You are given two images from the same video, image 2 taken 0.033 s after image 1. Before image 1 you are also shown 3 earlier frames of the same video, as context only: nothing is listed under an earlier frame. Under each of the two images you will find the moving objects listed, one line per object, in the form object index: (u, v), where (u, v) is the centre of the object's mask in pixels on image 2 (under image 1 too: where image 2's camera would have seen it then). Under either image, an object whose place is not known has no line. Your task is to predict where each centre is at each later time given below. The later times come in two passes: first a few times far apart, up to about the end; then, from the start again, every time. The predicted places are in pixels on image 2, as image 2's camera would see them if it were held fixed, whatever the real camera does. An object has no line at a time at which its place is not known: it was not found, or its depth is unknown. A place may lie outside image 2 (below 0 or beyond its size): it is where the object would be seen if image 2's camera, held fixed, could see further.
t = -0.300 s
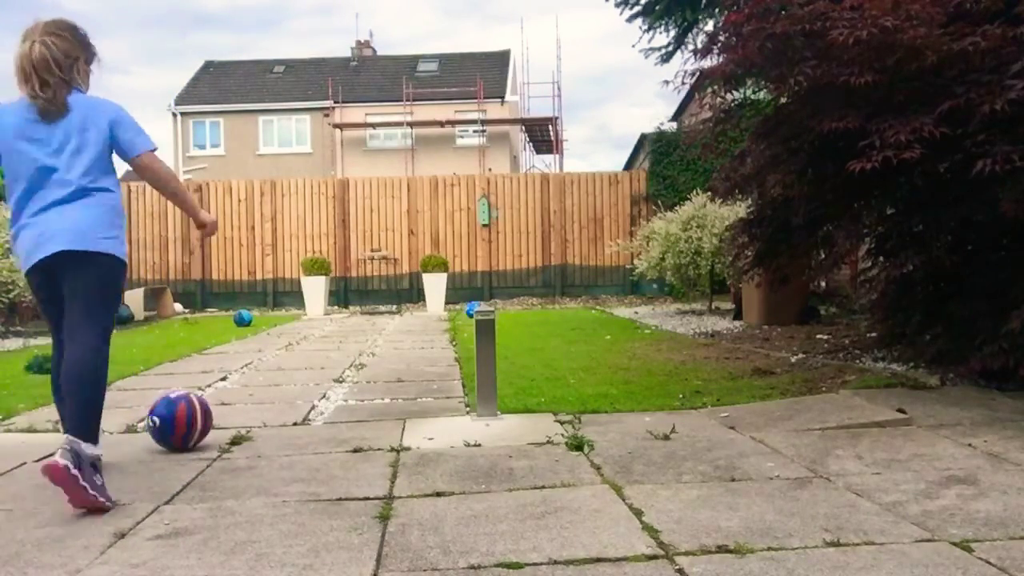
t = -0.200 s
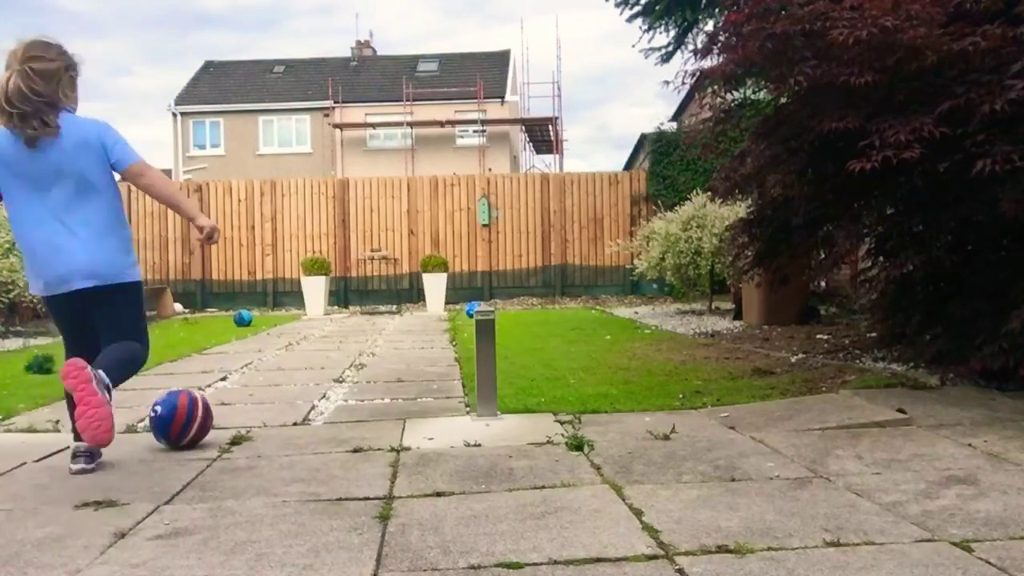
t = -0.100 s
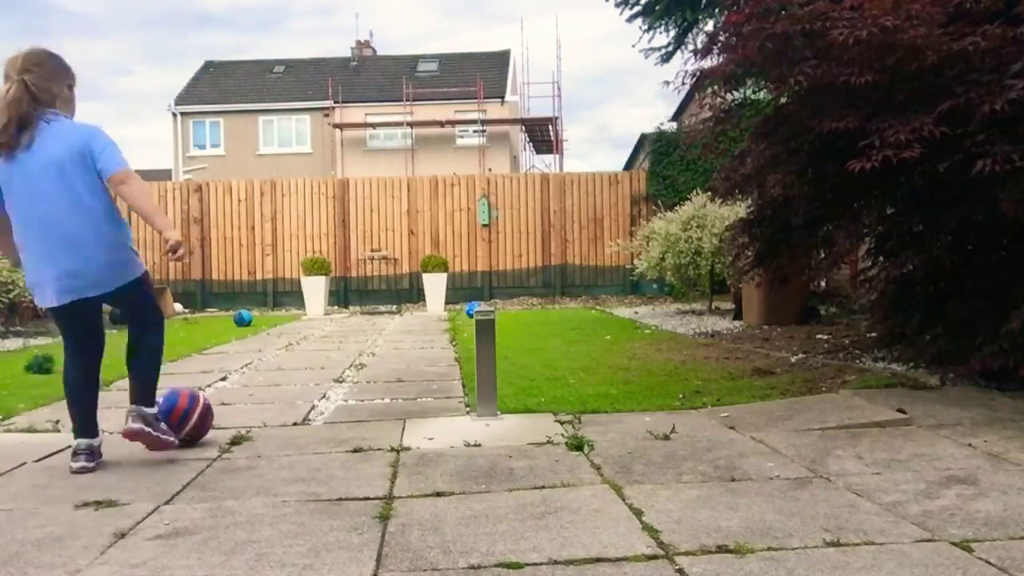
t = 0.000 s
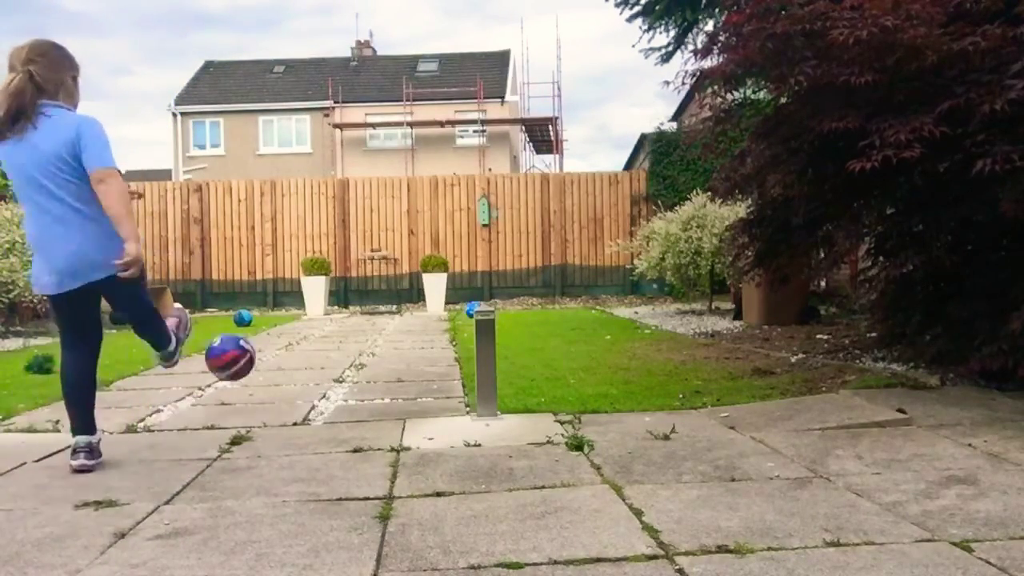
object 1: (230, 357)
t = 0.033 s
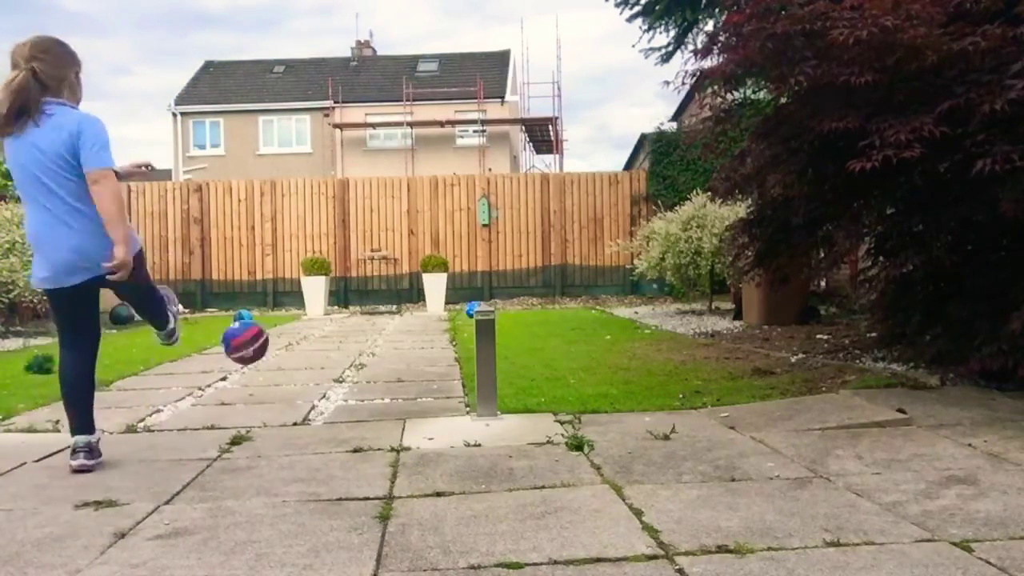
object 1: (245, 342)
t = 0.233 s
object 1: (304, 317)
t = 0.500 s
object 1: (334, 316)
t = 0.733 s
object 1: (345, 319)
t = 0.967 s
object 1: (352, 310)
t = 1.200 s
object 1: (357, 309)
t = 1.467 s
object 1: (354, 288)
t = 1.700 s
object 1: (338, 269)
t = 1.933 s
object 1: (320, 292)
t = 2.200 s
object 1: (311, 305)
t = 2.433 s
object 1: (309, 310)
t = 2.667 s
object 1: (306, 310)
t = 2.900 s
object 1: (301, 310)
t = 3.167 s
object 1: (294, 311)
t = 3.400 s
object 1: (290, 311)
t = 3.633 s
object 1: (287, 311)
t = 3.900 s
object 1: (286, 311)
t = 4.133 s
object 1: (285, 311)
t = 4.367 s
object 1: (285, 311)
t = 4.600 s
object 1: (285, 311)
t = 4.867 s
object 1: (284, 311)
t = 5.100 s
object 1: (284, 311)
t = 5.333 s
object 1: (284, 311)
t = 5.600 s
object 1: (284, 311)
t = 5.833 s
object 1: (284, 311)
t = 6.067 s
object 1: (283, 311)
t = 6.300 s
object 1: (283, 311)
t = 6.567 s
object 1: (283, 311)
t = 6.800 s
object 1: (283, 311)
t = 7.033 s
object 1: (283, 311)
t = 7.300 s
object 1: (283, 311)
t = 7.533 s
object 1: (283, 311)
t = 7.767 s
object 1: (283, 311)
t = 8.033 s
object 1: (283, 311)
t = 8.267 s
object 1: (283, 311)
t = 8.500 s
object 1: (283, 311)
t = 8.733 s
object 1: (283, 311)
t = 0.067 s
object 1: (258, 331)
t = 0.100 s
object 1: (269, 324)
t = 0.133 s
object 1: (280, 319)
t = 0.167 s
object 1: (289, 316)
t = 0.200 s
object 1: (296, 316)
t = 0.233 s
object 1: (304, 317)
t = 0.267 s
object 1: (310, 321)
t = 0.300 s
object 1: (315, 325)
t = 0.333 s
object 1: (320, 331)
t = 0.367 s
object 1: (324, 337)
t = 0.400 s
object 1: (326, 332)
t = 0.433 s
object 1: (329, 324)
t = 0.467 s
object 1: (332, 319)
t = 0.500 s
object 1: (334, 316)
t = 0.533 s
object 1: (335, 314)
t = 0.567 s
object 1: (337, 313)
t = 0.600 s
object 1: (338, 313)
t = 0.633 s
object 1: (340, 315)
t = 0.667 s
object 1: (342, 318)
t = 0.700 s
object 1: (343, 322)
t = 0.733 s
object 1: (345, 319)
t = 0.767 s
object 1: (346, 314)
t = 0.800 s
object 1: (347, 311)
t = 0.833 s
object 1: (348, 309)
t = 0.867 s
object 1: (349, 307)
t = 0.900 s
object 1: (350, 307)
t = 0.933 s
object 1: (351, 307)
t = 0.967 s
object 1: (352, 310)
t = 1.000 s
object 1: (353, 312)
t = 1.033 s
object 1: (354, 313)
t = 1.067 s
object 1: (354, 311)
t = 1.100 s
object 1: (355, 309)
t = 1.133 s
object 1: (356, 308)
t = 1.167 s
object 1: (356, 308)
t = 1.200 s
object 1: (357, 309)
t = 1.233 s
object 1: (357, 310)
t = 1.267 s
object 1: (359, 308)
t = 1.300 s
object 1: (360, 307)
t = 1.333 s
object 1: (360, 306)
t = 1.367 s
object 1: (361, 303)
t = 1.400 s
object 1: (359, 297)
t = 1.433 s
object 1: (357, 290)
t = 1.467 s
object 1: (354, 288)
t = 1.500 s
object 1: (351, 281)
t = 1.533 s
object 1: (348, 276)
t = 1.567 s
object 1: (346, 274)
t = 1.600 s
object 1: (343, 270)
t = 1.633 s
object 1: (342, 269)
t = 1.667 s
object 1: (340, 269)
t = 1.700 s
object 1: (338, 269)
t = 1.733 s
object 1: (335, 268)
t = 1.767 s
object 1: (332, 271)
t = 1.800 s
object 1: (329, 272)
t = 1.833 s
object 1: (326, 276)
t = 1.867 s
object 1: (325, 281)
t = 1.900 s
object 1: (322, 286)
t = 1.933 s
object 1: (320, 292)
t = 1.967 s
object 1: (317, 298)
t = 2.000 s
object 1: (314, 305)
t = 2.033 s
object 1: (312, 312)
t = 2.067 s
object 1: (312, 310)
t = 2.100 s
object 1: (312, 307)
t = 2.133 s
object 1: (311, 306)
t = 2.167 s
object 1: (311, 305)
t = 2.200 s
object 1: (311, 305)
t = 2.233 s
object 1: (311, 306)
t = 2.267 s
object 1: (310, 308)
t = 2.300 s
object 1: (310, 310)
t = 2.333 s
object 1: (310, 310)
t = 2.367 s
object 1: (309, 310)
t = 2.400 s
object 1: (309, 310)
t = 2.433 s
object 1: (309, 310)
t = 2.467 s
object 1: (308, 311)
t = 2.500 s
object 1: (308, 310)
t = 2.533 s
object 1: (308, 310)
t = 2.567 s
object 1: (307, 310)
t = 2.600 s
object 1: (307, 310)
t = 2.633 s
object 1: (307, 311)
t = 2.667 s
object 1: (306, 310)
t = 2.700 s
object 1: (306, 310)
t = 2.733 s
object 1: (305, 311)
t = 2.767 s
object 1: (304, 310)
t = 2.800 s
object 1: (304, 310)
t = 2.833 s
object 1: (303, 310)
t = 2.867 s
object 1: (302, 310)
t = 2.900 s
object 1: (301, 310)
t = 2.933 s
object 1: (300, 310)
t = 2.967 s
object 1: (299, 311)
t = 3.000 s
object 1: (298, 311)
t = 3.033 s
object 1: (297, 311)
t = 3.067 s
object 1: (297, 311)
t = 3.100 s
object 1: (296, 311)
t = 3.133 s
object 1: (295, 311)
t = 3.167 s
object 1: (294, 311)
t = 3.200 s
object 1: (294, 311)
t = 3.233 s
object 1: (293, 311)
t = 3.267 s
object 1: (293, 311)
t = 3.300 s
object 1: (292, 311)
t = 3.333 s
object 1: (291, 311)
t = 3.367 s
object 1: (291, 311)
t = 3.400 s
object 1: (290, 311)
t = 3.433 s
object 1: (289, 311)
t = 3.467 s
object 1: (289, 311)
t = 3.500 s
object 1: (288, 311)
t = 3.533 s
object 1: (288, 311)
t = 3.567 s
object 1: (288, 311)
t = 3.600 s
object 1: (287, 311)
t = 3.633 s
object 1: (287, 311)
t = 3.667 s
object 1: (287, 311)
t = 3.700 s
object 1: (287, 311)
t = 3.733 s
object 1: (286, 311)
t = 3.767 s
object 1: (286, 311)
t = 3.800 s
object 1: (286, 311)
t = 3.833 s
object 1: (286, 311)
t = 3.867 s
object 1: (286, 311)
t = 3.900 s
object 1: (286, 311)
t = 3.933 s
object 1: (286, 311)
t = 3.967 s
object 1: (286, 311)
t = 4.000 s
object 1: (286, 311)
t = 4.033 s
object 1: (286, 311)
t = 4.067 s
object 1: (286, 311)
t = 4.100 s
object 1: (286, 311)
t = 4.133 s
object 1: (285, 311)
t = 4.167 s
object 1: (285, 311)
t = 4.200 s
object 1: (285, 311)
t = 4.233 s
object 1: (285, 311)
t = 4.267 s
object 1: (285, 311)
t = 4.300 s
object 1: (285, 311)
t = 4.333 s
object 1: (285, 311)
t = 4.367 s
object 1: (285, 311)
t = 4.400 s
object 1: (285, 311)
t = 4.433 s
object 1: (285, 311)
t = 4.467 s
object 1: (285, 311)
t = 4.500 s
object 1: (285, 311)
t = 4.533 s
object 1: (285, 311)
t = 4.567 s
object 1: (285, 311)
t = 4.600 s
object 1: (285, 311)
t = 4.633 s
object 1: (285, 311)
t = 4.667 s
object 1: (285, 311)
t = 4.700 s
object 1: (285, 311)
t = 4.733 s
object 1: (285, 311)
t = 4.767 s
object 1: (285, 311)
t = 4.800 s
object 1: (285, 311)
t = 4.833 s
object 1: (285, 311)
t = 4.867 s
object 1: (284, 311)
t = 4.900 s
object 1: (284, 311)
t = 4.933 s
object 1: (284, 311)
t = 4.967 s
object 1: (284, 311)
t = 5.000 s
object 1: (284, 311)
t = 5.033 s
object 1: (284, 311)
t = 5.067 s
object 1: (284, 311)
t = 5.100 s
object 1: (284, 311)
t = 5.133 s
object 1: (284, 311)
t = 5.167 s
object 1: (284, 311)
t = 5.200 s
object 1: (284, 311)
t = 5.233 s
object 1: (284, 311)
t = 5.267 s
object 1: (284, 311)
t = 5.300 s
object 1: (284, 311)
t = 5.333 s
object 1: (284, 311)
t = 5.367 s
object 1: (284, 311)
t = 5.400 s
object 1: (284, 311)
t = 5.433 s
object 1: (284, 311)
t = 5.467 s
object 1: (284, 311)
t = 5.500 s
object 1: (284, 311)
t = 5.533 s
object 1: (284, 311)
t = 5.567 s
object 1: (284, 311)
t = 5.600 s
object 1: (284, 311)
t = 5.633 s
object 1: (284, 311)
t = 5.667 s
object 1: (284, 311)
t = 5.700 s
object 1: (284, 311)
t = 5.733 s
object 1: (284, 311)
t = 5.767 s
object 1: (284, 311)
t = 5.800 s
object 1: (284, 311)
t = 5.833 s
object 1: (284, 311)
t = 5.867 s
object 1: (283, 311)
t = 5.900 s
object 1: (283, 311)
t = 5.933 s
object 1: (283, 311)
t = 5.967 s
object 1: (283, 311)
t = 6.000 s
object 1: (283, 311)
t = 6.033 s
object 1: (283, 311)
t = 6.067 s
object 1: (283, 311)
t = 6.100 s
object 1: (283, 311)
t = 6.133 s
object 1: (283, 311)
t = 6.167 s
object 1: (283, 311)
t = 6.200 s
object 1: (283, 311)
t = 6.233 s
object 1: (283, 311)
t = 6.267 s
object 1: (283, 311)
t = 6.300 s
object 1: (283, 311)
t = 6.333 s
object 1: (283, 311)
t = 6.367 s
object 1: (283, 311)
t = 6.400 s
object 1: (283, 311)
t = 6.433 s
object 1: (283, 311)
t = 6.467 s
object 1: (283, 311)
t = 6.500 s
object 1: (283, 312)
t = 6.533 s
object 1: (283, 312)
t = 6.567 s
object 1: (283, 311)
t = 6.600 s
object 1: (283, 311)
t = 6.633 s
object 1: (283, 311)
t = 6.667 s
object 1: (283, 311)
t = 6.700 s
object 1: (283, 311)
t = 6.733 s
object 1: (283, 311)
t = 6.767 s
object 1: (283, 311)
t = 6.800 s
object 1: (283, 311)
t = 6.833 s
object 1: (283, 311)
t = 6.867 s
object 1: (283, 311)
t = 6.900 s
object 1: (283, 311)
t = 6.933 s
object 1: (283, 311)
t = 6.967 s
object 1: (283, 311)
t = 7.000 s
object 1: (283, 311)
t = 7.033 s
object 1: (283, 311)
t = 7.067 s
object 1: (283, 311)
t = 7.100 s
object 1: (283, 311)
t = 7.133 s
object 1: (283, 311)
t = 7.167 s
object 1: (283, 311)
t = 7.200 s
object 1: (283, 311)
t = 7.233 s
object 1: (283, 311)
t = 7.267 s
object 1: (283, 311)
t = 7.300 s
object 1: (283, 311)
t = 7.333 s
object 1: (283, 311)
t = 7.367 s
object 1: (283, 311)
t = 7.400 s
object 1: (283, 311)
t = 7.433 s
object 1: (283, 311)
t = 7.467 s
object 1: (283, 311)
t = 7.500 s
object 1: (283, 311)
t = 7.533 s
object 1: (283, 311)
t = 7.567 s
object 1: (283, 311)
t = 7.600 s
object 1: (283, 311)
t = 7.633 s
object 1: (283, 311)
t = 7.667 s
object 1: (283, 311)
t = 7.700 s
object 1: (283, 311)
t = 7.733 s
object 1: (283, 311)
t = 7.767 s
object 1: (283, 311)
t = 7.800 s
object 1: (283, 311)
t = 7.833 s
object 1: (283, 311)
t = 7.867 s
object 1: (283, 311)
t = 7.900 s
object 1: (283, 311)
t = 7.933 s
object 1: (283, 311)
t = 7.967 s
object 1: (283, 311)
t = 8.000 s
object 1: (283, 311)
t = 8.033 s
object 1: (283, 311)
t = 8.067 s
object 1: (283, 311)
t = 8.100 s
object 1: (283, 311)
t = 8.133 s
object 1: (283, 311)
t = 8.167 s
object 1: (283, 311)
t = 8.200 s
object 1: (283, 311)
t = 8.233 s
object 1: (283, 311)
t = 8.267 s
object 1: (283, 311)
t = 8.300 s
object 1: (283, 311)
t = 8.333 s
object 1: (283, 311)
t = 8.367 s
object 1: (283, 311)
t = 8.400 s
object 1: (283, 311)
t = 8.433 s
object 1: (283, 311)
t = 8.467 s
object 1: (283, 311)
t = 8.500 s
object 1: (283, 311)
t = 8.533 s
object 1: (283, 311)
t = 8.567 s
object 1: (283, 311)
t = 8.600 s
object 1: (283, 311)
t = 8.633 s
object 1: (283, 311)
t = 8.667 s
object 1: (283, 311)
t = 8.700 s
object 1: (283, 311)
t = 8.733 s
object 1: (283, 311)
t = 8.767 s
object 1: (283, 311)
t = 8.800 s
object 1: (283, 311)
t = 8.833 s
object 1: (283, 311)
